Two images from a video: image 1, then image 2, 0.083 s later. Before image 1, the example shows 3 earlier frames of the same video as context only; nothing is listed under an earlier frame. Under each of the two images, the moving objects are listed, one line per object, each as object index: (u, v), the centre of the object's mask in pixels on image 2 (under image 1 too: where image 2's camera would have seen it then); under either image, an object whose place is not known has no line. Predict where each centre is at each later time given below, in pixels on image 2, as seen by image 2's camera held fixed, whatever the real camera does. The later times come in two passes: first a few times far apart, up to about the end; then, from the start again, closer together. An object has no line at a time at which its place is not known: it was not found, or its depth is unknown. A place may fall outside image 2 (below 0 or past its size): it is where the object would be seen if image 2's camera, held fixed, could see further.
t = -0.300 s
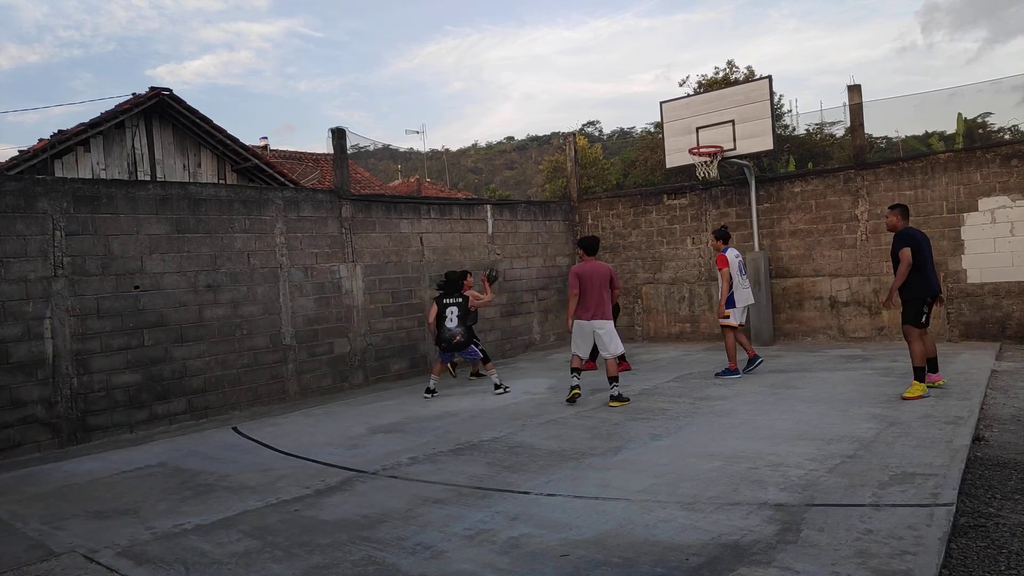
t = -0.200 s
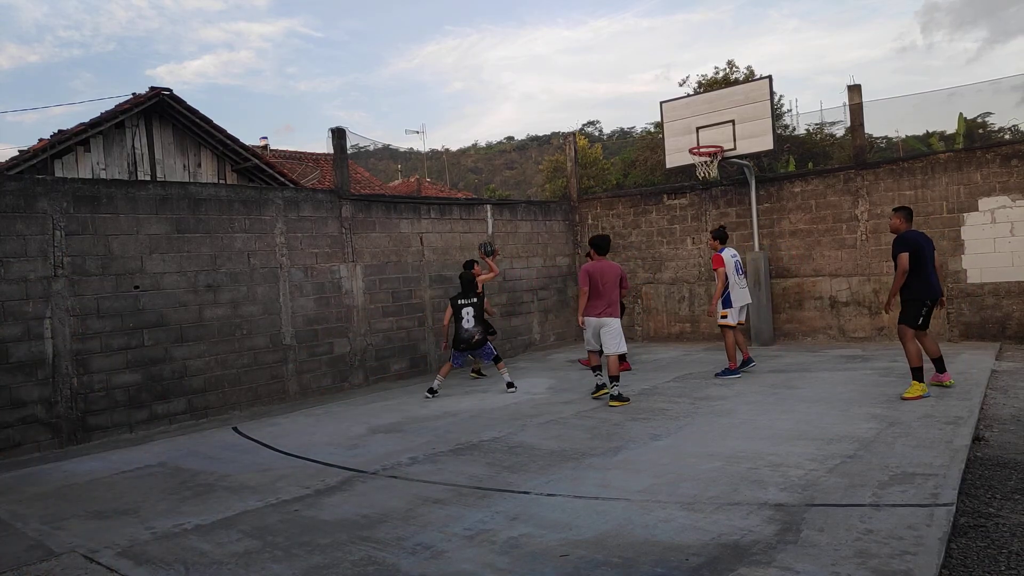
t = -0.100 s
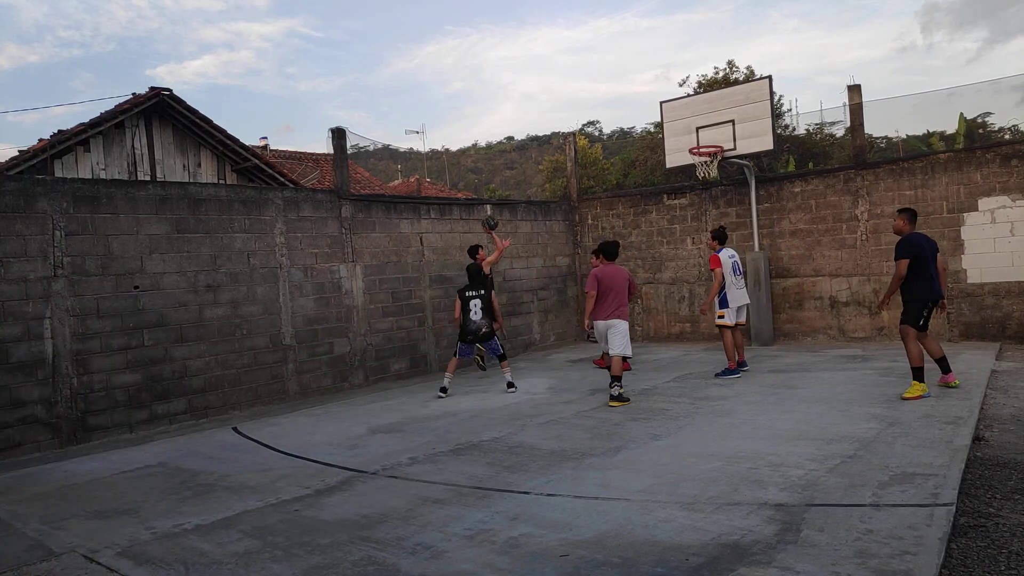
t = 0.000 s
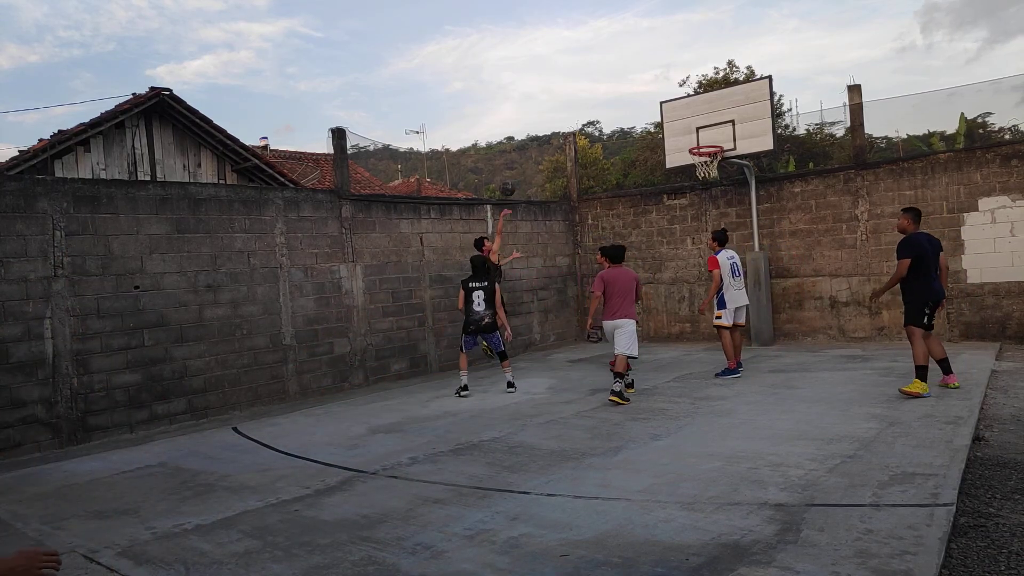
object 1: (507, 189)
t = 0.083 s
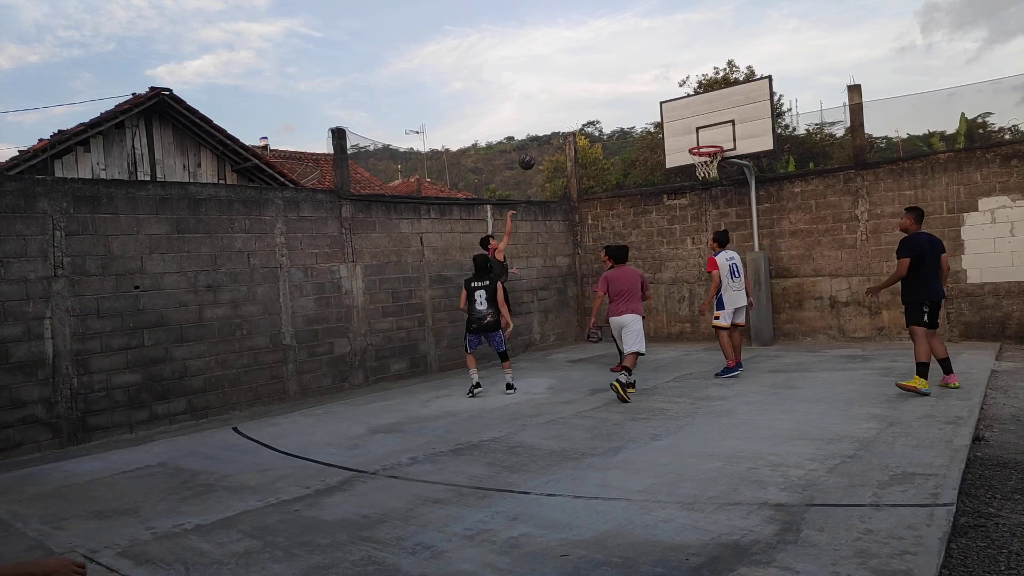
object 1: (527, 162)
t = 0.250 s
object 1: (566, 123)
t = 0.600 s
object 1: (648, 104)
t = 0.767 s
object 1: (688, 124)
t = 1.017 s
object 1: (711, 167)
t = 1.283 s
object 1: (714, 178)
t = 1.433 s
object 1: (714, 203)
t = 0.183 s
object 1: (550, 136)
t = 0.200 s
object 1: (554, 132)
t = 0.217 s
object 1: (558, 129)
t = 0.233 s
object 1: (562, 126)
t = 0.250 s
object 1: (566, 123)
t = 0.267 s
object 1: (569, 120)
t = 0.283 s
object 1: (573, 117)
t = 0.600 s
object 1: (648, 104)
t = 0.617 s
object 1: (652, 106)
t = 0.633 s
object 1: (656, 107)
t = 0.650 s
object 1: (660, 108)
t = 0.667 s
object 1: (664, 110)
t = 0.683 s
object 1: (667, 112)
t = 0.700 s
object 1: (672, 114)
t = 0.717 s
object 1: (676, 116)
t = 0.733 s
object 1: (680, 119)
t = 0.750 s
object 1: (684, 121)
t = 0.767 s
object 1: (688, 124)
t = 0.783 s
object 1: (692, 127)
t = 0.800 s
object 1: (696, 131)
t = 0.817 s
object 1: (700, 134)
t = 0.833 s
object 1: (700, 136)
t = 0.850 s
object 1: (700, 138)
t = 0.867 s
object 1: (700, 139)
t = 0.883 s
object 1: (700, 140)
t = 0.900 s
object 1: (700, 142)
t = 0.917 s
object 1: (700, 142)
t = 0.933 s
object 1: (702, 143)
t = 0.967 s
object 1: (705, 150)
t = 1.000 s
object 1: (704, 154)
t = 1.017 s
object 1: (711, 167)
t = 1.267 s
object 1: (715, 178)
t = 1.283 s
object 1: (714, 178)
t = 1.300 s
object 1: (712, 179)
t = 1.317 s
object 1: (711, 181)
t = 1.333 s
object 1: (712, 183)
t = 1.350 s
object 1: (712, 186)
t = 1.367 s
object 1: (712, 189)
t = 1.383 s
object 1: (712, 192)
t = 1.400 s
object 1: (712, 195)
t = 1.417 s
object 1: (713, 199)
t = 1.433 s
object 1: (714, 203)
